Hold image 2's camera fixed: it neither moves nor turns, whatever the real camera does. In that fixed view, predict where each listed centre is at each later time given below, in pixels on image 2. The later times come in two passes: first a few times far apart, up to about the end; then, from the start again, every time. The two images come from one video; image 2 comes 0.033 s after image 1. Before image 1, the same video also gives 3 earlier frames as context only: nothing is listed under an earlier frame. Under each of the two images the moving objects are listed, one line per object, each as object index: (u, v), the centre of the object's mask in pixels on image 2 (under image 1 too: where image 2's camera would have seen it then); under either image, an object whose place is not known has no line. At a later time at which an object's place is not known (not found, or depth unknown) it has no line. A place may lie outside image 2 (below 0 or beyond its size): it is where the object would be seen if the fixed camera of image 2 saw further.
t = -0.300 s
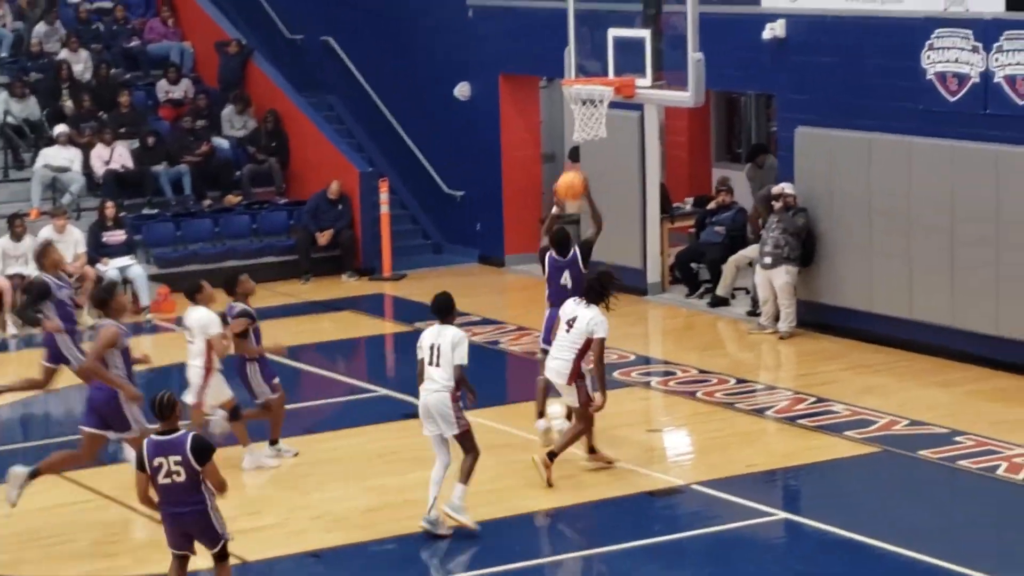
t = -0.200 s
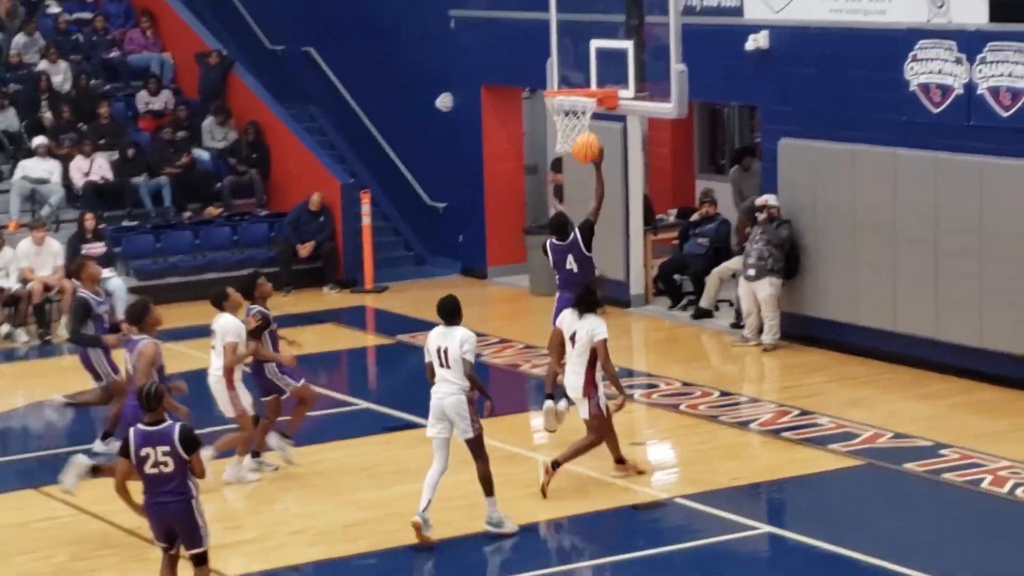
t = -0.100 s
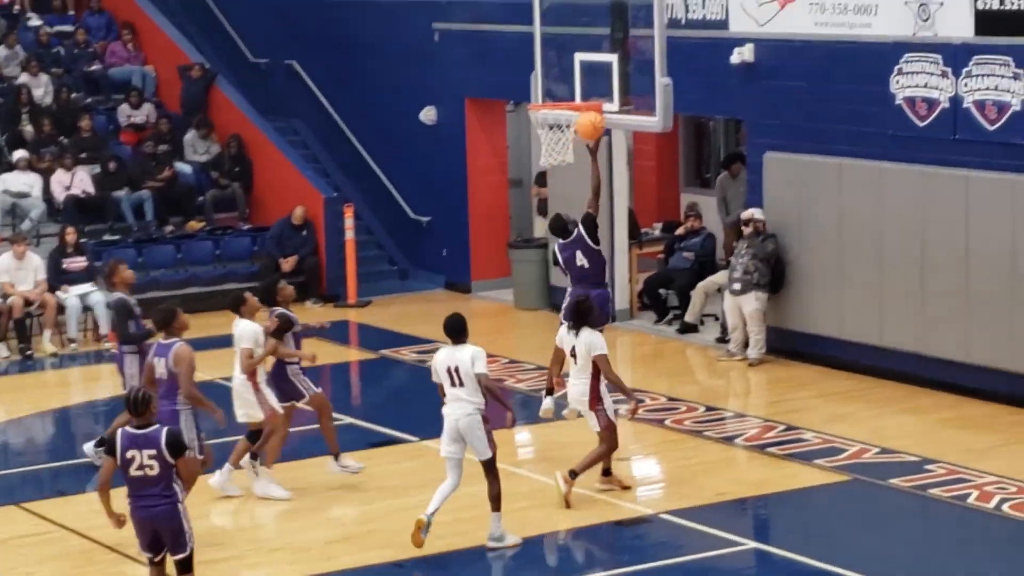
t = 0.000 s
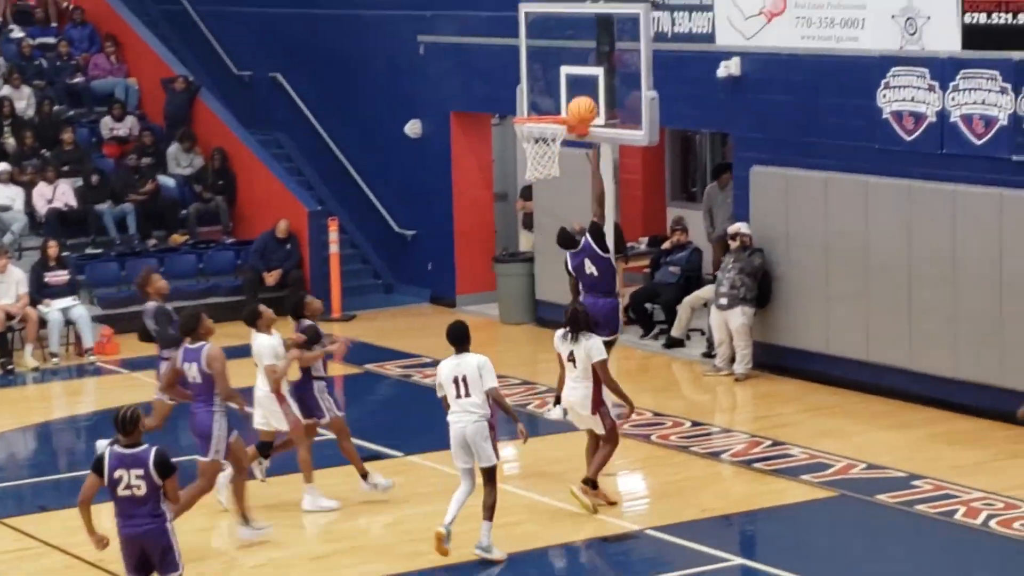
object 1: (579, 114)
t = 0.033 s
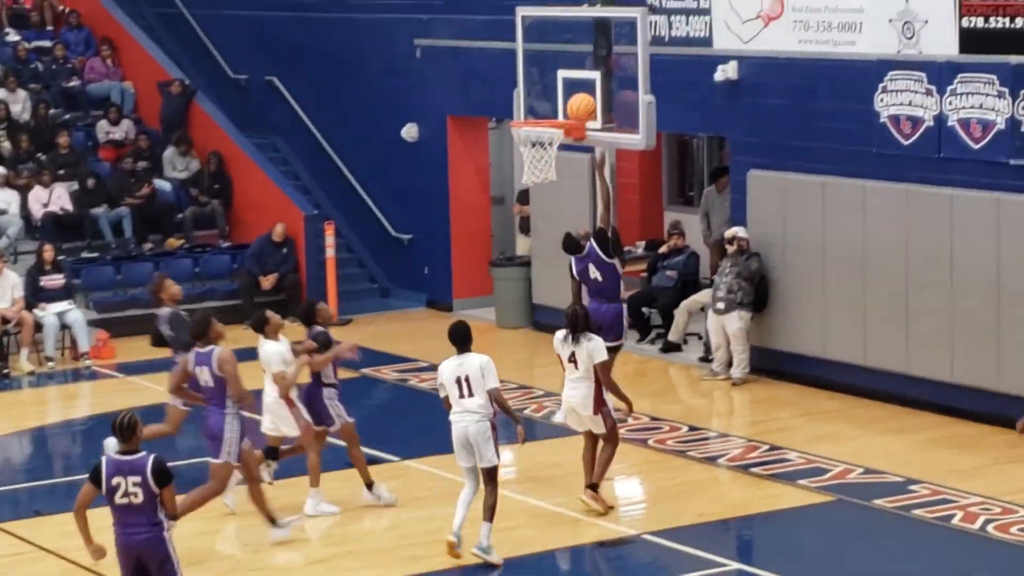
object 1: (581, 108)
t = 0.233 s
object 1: (566, 96)
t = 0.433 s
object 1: (531, 131)
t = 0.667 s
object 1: (535, 197)
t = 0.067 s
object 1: (584, 103)
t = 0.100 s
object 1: (585, 99)
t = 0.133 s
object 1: (582, 96)
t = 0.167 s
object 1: (577, 95)
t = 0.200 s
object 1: (572, 94)
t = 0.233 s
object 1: (566, 96)
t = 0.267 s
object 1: (560, 98)
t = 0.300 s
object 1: (554, 103)
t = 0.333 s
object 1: (547, 107)
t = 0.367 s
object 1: (542, 112)
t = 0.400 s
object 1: (536, 121)
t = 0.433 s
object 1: (531, 131)
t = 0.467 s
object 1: (531, 140)
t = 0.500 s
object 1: (531, 147)
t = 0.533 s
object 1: (531, 156)
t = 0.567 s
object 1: (531, 165)
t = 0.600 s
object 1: (533, 174)
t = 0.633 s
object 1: (534, 187)
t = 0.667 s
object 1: (535, 197)
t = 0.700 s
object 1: (536, 209)
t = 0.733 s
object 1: (537, 224)
